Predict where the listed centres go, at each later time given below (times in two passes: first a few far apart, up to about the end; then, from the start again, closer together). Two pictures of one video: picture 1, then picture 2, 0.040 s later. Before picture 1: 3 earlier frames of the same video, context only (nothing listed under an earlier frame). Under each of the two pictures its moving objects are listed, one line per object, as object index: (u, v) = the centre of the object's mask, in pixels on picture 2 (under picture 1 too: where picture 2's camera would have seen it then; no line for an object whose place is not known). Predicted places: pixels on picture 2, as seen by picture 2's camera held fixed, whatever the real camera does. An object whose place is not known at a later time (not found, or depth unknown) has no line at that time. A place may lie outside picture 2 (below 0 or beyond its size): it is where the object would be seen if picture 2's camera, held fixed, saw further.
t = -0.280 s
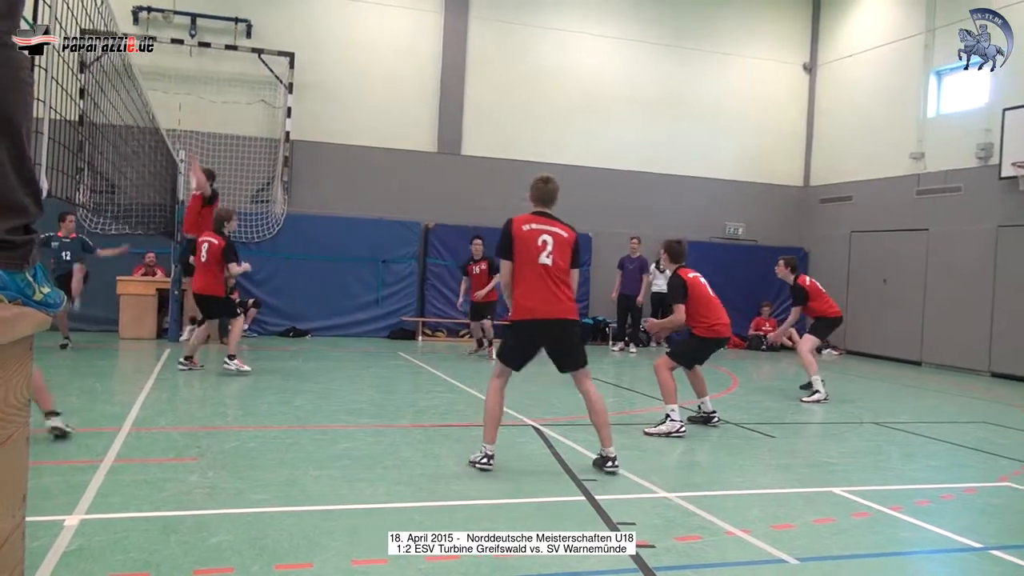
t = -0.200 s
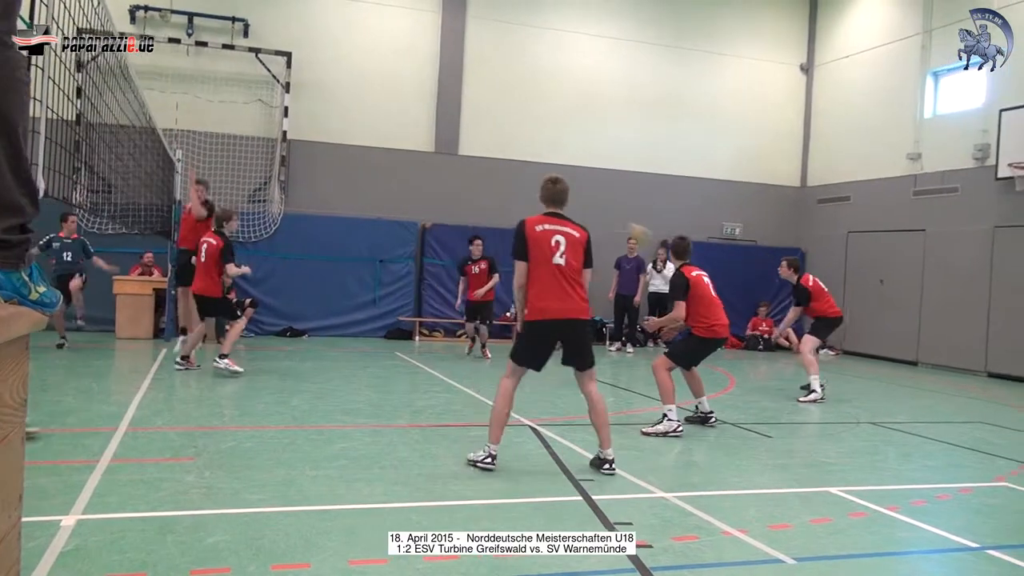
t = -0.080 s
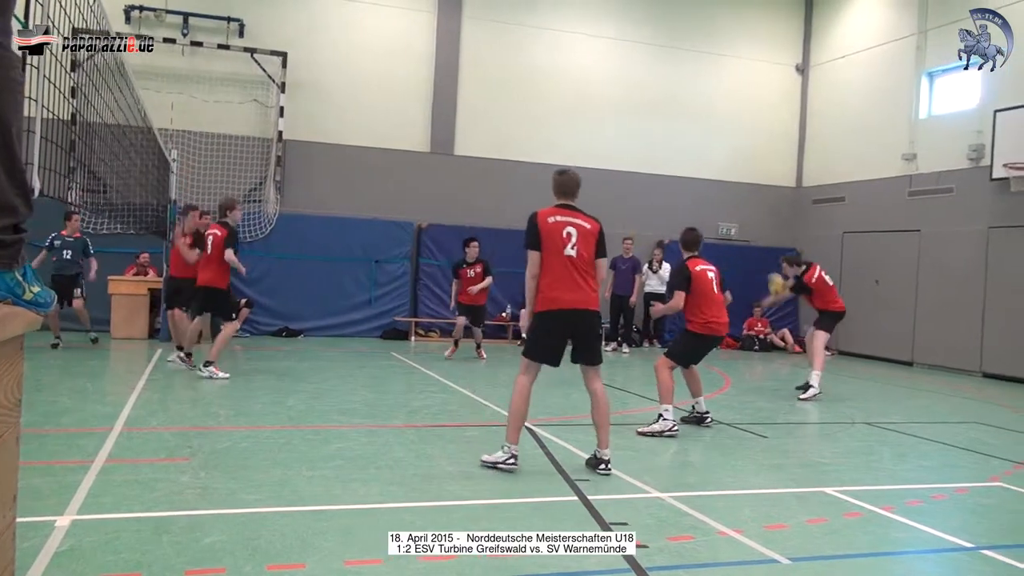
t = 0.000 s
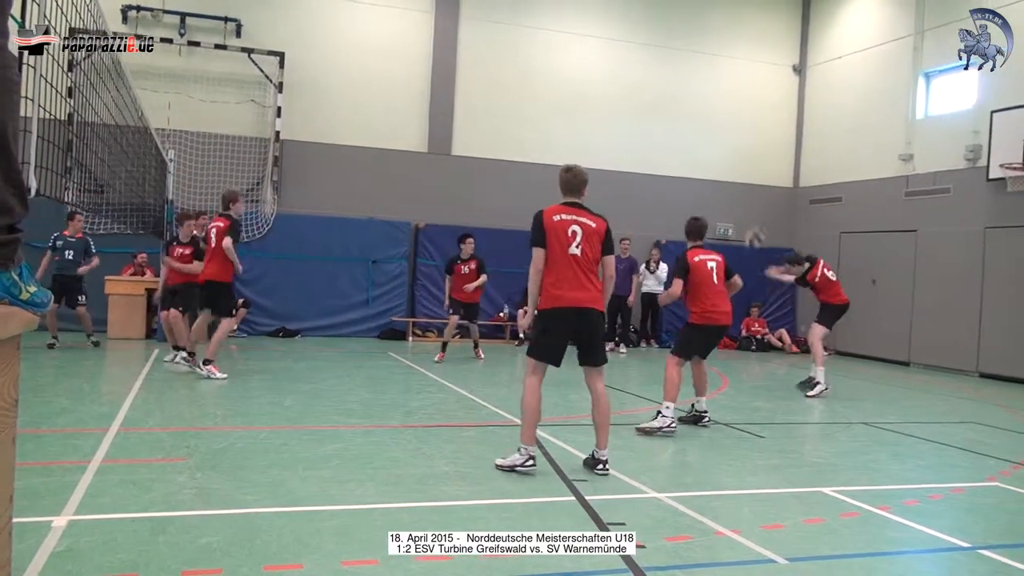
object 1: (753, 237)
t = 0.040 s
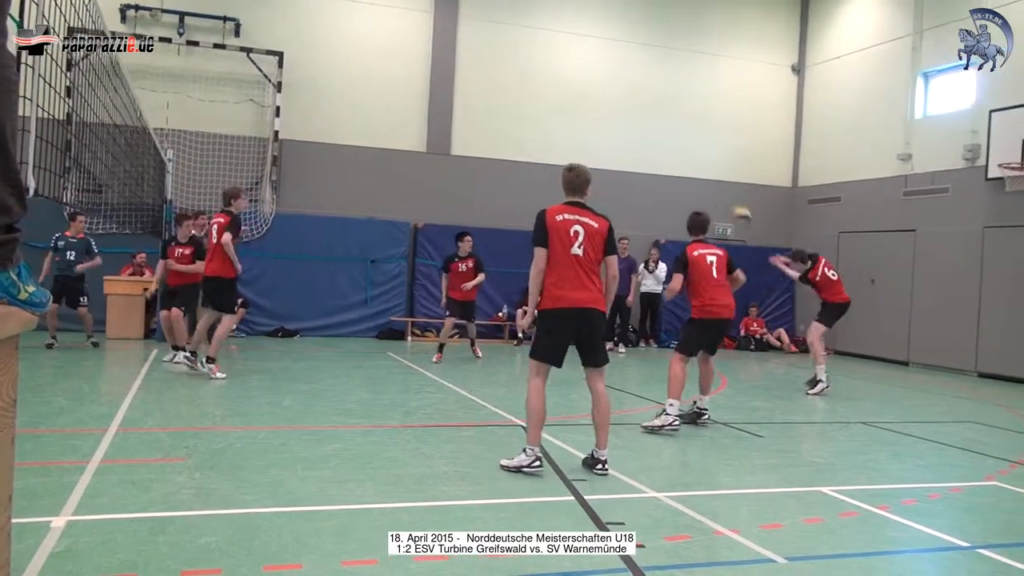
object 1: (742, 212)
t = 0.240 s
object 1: (682, 125)
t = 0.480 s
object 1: (606, 55)
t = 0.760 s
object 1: (505, 36)
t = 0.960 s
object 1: (424, 71)
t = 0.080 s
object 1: (729, 194)
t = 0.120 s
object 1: (717, 177)
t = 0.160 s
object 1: (706, 158)
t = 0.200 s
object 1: (694, 141)
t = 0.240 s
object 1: (682, 125)
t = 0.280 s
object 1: (670, 111)
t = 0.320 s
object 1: (657, 97)
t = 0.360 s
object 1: (645, 84)
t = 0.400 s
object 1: (632, 74)
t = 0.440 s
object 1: (619, 62)
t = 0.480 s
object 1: (606, 55)
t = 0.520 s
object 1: (592, 46)
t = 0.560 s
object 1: (579, 42)
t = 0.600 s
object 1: (564, 38)
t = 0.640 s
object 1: (551, 34)
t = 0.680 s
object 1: (536, 33)
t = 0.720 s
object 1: (520, 34)
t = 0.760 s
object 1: (505, 36)
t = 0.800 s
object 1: (491, 40)
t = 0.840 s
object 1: (475, 43)
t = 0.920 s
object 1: (442, 58)
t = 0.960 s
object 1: (424, 71)
